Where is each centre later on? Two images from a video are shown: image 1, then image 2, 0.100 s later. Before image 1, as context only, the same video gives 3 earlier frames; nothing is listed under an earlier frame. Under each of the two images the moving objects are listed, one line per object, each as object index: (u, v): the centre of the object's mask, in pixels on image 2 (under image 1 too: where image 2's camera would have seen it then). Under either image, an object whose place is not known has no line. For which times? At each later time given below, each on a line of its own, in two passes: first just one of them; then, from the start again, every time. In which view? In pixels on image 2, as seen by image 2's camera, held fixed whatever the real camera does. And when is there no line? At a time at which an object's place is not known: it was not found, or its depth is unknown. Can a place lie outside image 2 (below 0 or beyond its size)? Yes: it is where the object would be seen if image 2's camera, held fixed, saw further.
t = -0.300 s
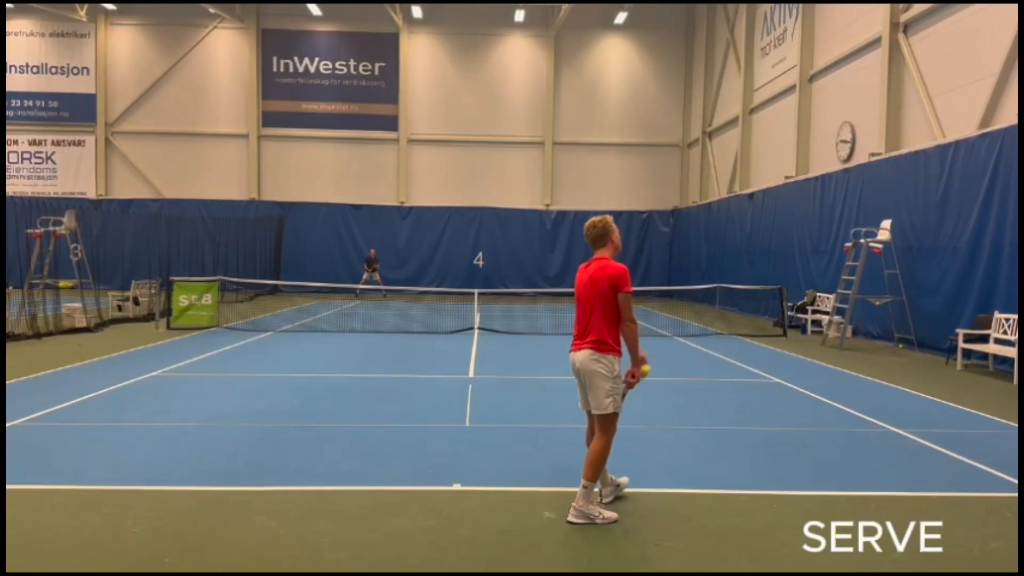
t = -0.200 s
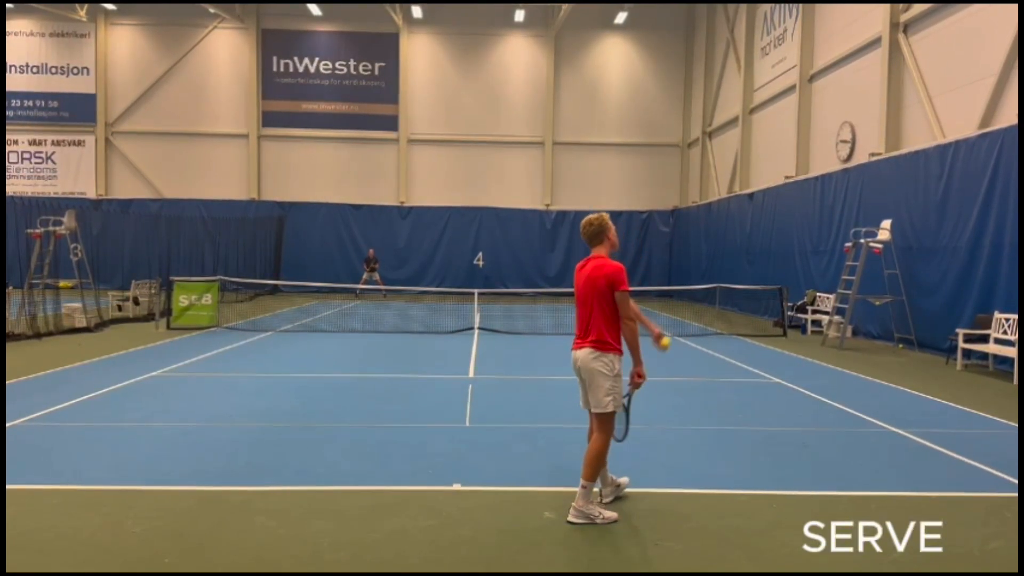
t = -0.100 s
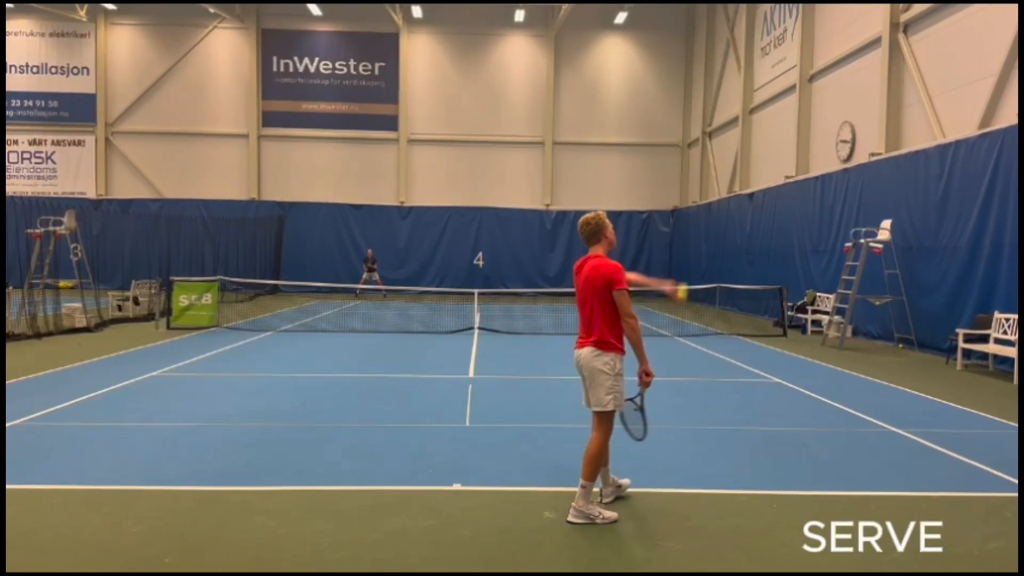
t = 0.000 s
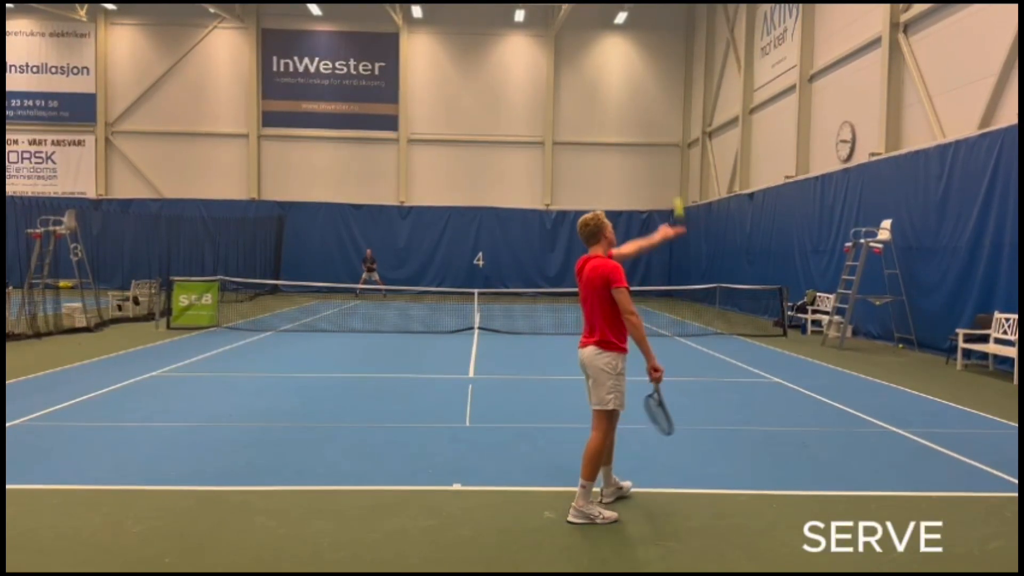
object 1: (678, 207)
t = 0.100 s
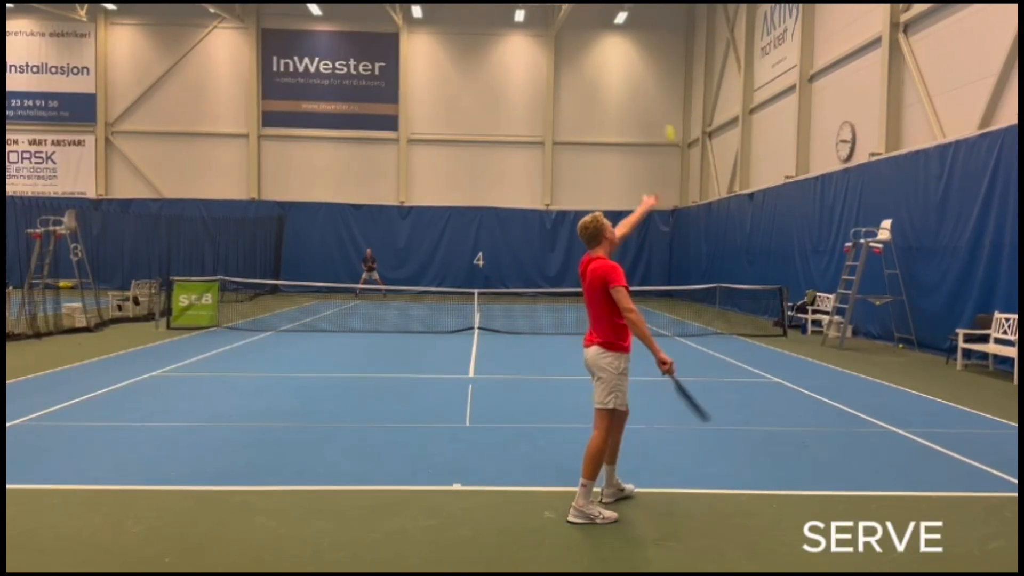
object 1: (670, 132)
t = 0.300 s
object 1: (652, 33)
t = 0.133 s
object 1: (667, 111)
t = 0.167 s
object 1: (664, 92)
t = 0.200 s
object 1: (661, 75)
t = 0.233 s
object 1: (658, 59)
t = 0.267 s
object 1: (655, 45)
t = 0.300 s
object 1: (652, 33)
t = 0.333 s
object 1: (648, 23)
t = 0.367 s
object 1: (645, 15)
